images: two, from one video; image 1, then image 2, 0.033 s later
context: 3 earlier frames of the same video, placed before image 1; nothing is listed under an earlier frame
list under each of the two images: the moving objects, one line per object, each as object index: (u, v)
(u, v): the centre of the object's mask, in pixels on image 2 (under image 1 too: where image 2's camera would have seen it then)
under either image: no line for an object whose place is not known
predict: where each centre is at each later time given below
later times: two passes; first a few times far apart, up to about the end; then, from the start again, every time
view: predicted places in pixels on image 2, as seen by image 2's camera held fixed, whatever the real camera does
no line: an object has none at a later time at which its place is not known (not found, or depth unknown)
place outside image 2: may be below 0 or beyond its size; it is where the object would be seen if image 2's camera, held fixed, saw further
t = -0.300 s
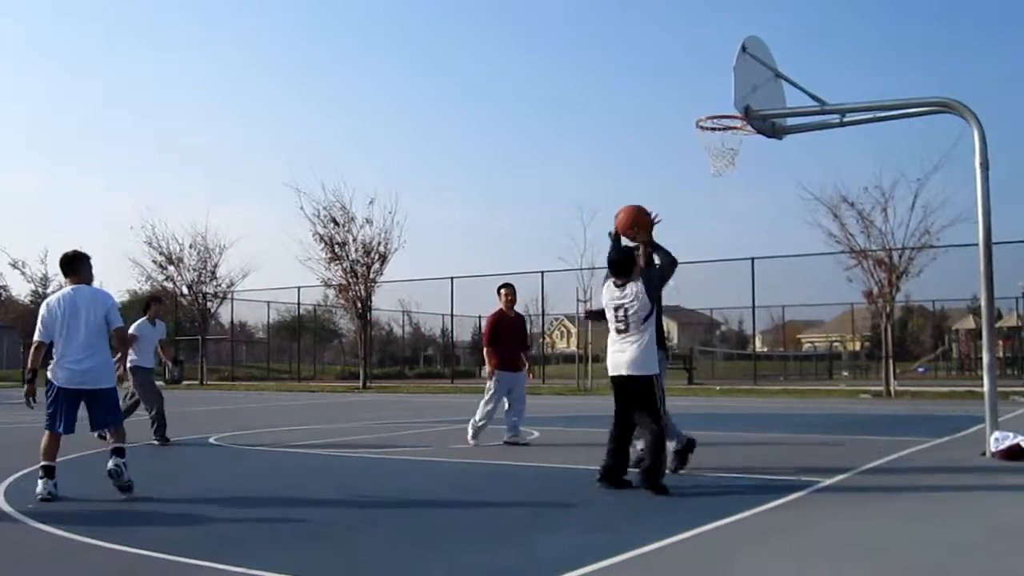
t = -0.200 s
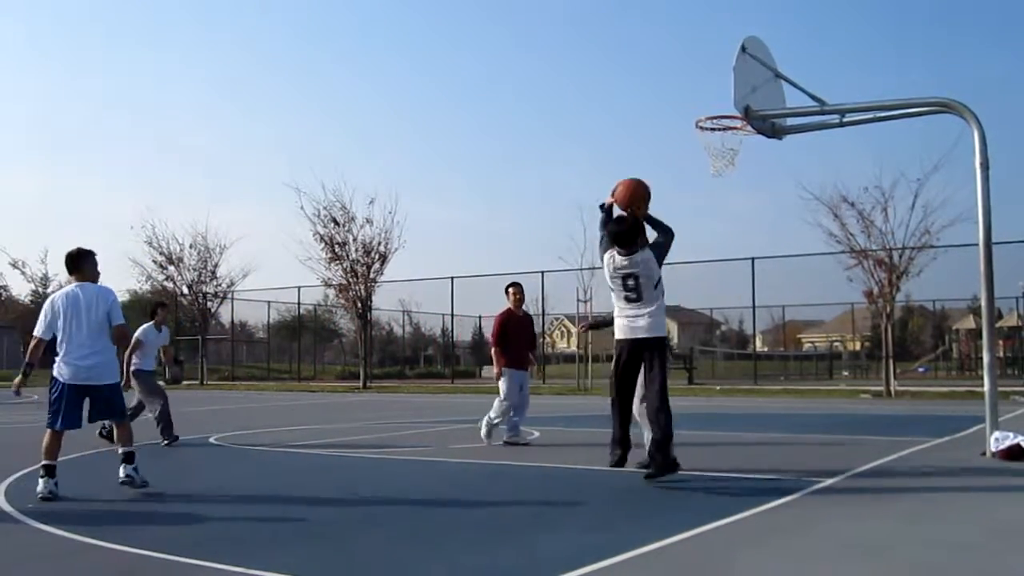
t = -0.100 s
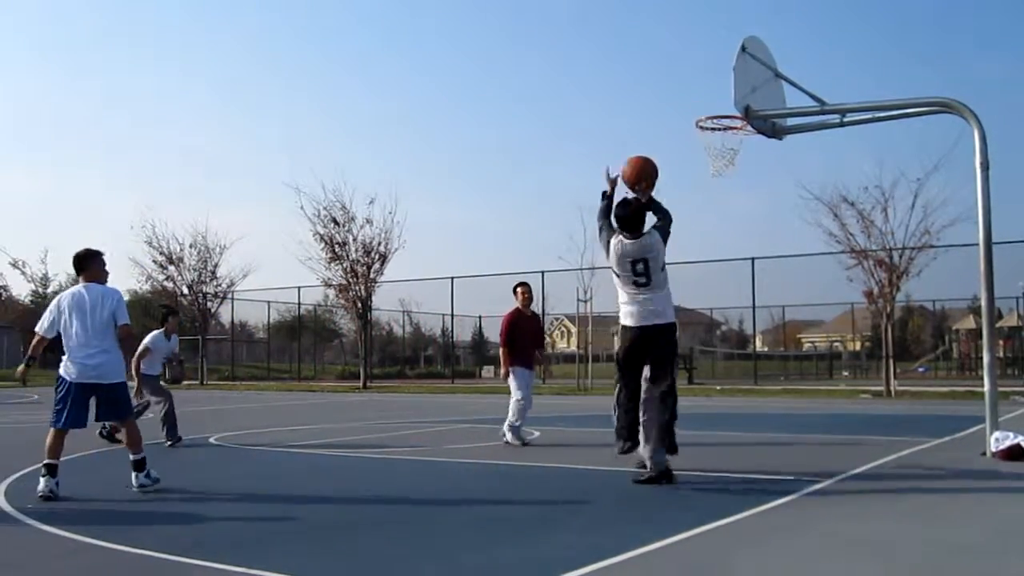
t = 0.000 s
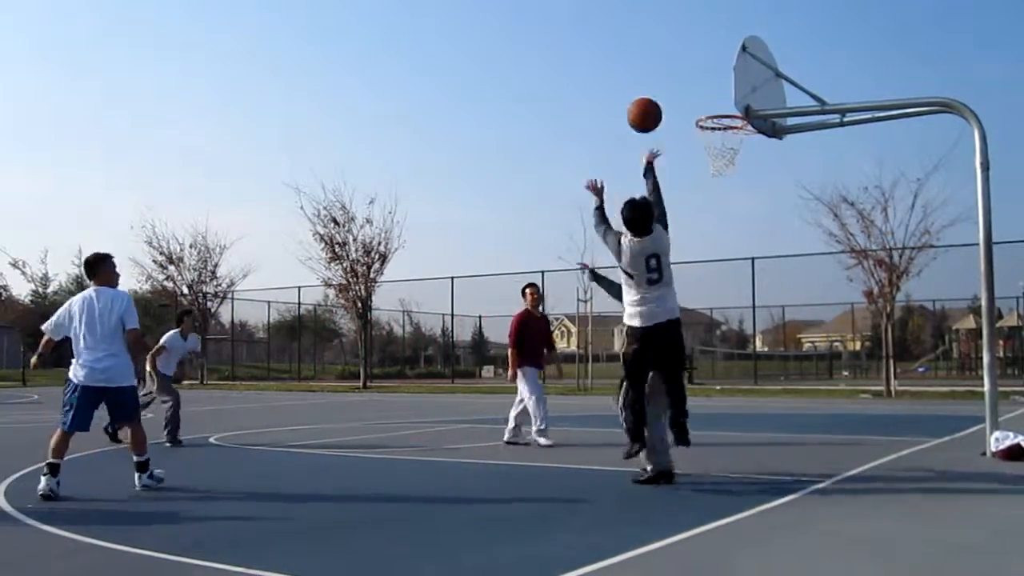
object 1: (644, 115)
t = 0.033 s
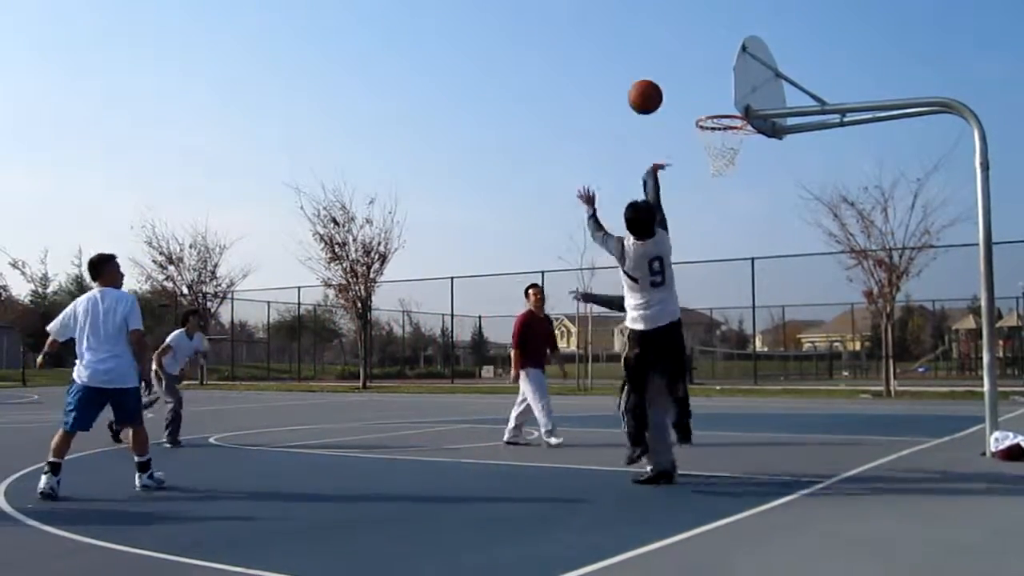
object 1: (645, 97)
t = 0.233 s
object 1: (651, 28)
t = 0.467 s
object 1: (658, 20)
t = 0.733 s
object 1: (667, 82)
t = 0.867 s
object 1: (671, 136)
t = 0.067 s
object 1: (646, 80)
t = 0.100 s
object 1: (647, 66)
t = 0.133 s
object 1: (648, 54)
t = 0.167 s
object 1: (649, 44)
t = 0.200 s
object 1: (650, 35)
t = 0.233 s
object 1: (651, 28)
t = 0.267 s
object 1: (652, 23)
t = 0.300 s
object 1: (653, 19)
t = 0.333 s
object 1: (654, 17)
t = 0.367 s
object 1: (655, 16)
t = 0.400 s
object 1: (656, 16)
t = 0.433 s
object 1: (657, 17)
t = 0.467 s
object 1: (658, 20)
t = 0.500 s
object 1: (659, 24)
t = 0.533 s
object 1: (660, 29)
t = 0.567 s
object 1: (661, 35)
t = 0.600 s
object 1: (663, 43)
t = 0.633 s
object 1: (664, 51)
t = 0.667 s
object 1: (665, 60)
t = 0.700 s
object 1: (666, 71)
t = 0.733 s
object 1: (667, 82)
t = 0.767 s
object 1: (668, 94)
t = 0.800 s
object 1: (669, 107)
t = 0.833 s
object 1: (670, 122)
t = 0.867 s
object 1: (671, 136)
